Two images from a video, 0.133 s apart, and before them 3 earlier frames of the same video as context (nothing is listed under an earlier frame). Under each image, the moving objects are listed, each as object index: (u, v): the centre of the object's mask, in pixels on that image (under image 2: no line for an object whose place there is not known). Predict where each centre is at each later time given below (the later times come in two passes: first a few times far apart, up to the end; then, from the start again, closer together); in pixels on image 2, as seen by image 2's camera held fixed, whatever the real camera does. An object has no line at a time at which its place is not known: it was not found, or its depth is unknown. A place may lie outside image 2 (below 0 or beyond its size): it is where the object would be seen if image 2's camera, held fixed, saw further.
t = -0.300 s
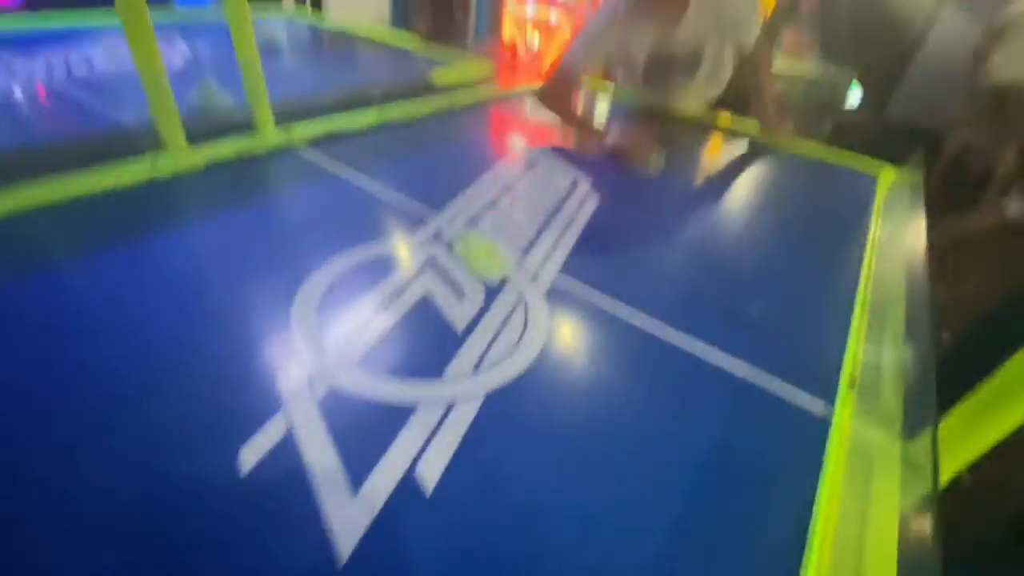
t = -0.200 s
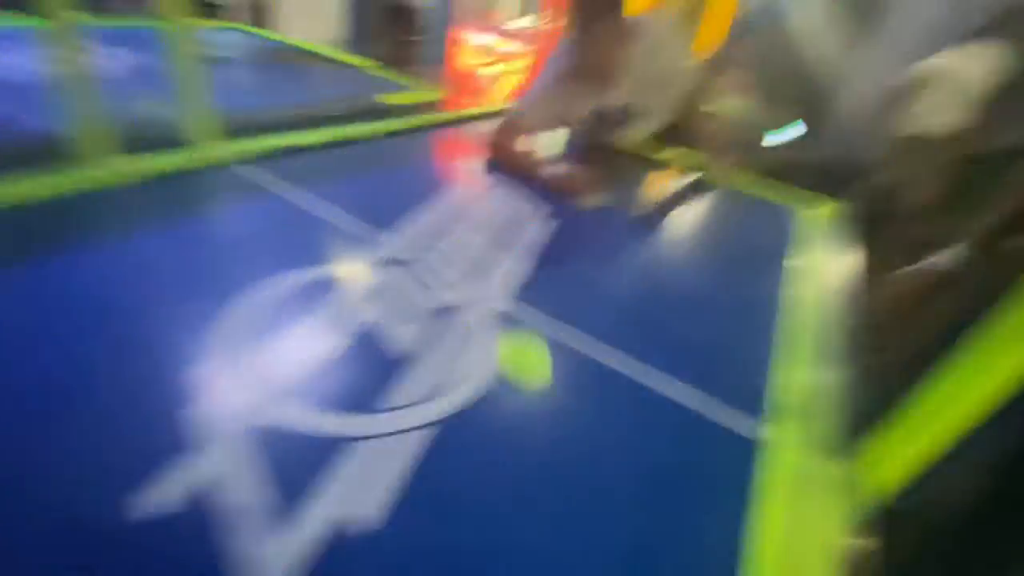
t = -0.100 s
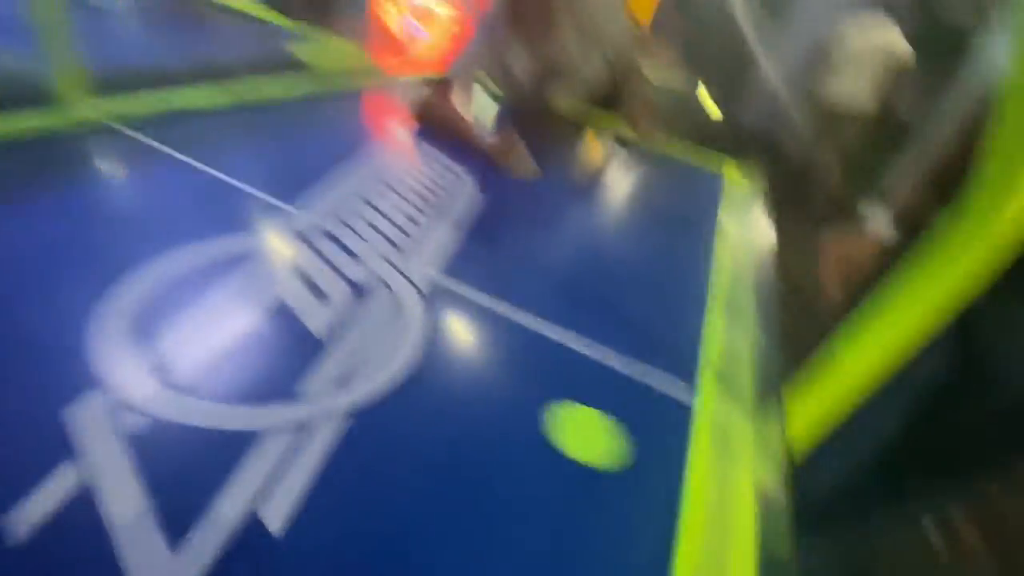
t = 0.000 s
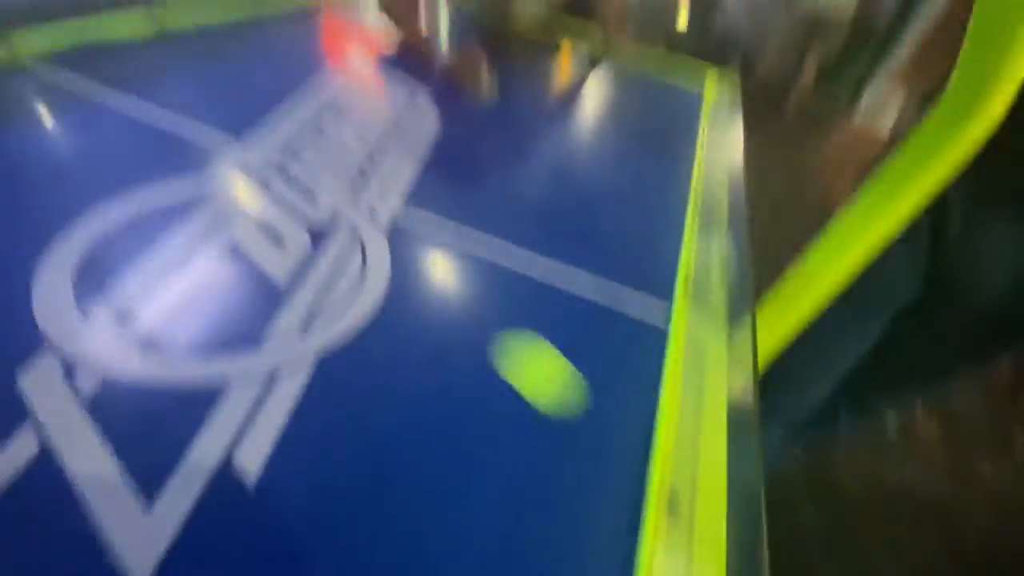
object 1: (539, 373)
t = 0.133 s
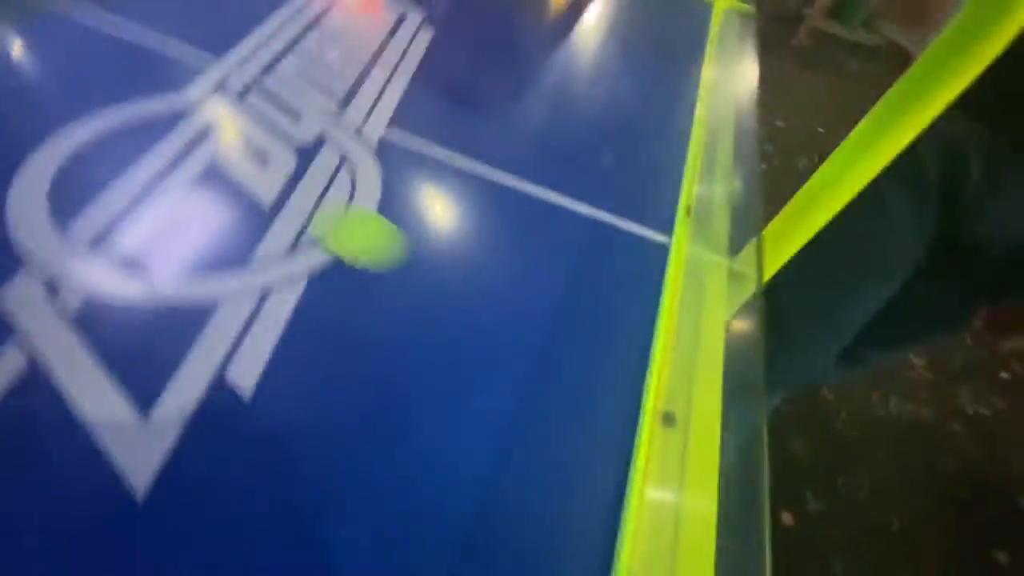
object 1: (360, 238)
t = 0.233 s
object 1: (229, 186)
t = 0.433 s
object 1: (40, 95)
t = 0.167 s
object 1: (314, 219)
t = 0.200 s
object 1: (268, 203)
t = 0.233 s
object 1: (229, 186)
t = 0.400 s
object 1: (59, 113)
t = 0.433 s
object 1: (40, 95)
